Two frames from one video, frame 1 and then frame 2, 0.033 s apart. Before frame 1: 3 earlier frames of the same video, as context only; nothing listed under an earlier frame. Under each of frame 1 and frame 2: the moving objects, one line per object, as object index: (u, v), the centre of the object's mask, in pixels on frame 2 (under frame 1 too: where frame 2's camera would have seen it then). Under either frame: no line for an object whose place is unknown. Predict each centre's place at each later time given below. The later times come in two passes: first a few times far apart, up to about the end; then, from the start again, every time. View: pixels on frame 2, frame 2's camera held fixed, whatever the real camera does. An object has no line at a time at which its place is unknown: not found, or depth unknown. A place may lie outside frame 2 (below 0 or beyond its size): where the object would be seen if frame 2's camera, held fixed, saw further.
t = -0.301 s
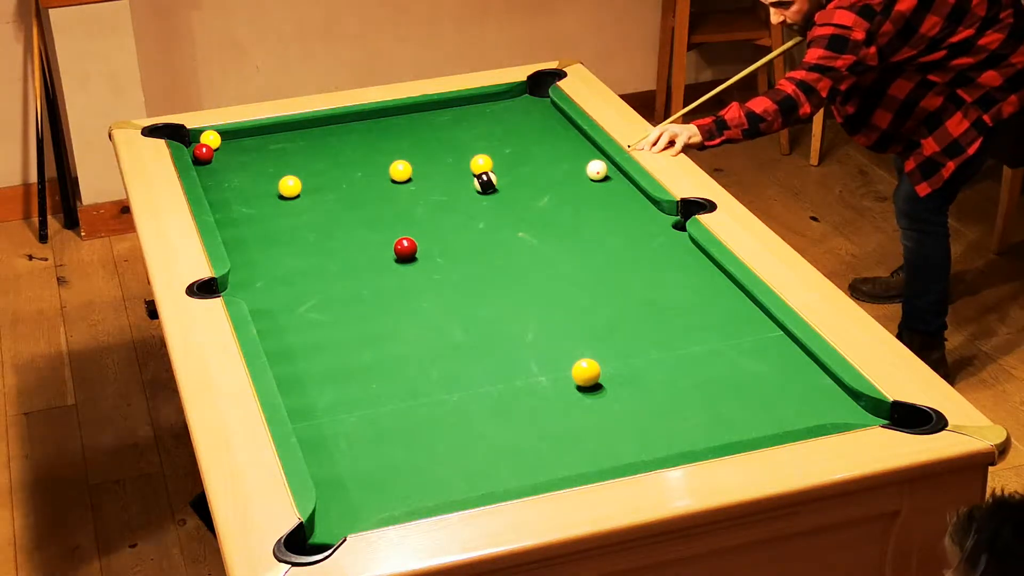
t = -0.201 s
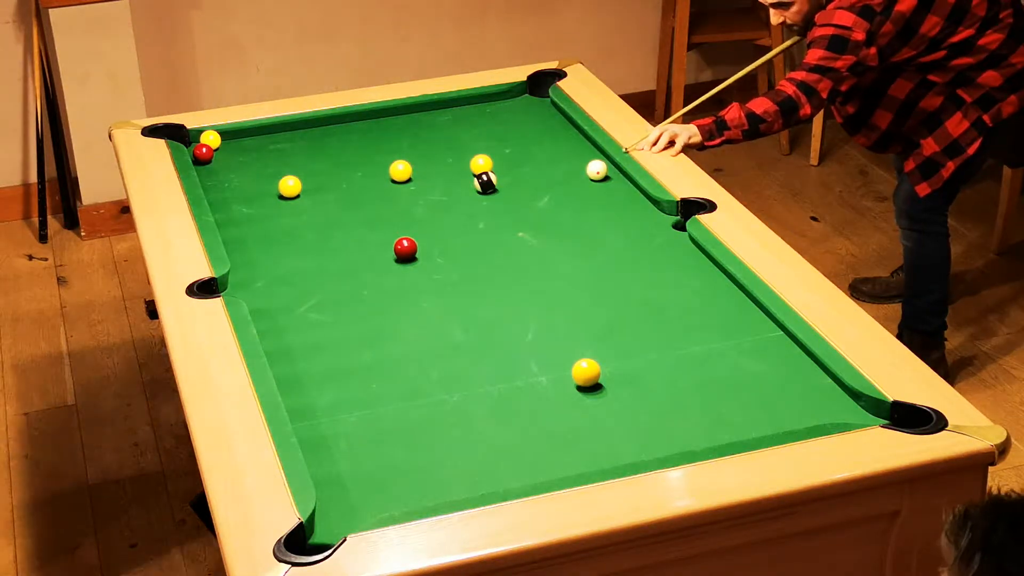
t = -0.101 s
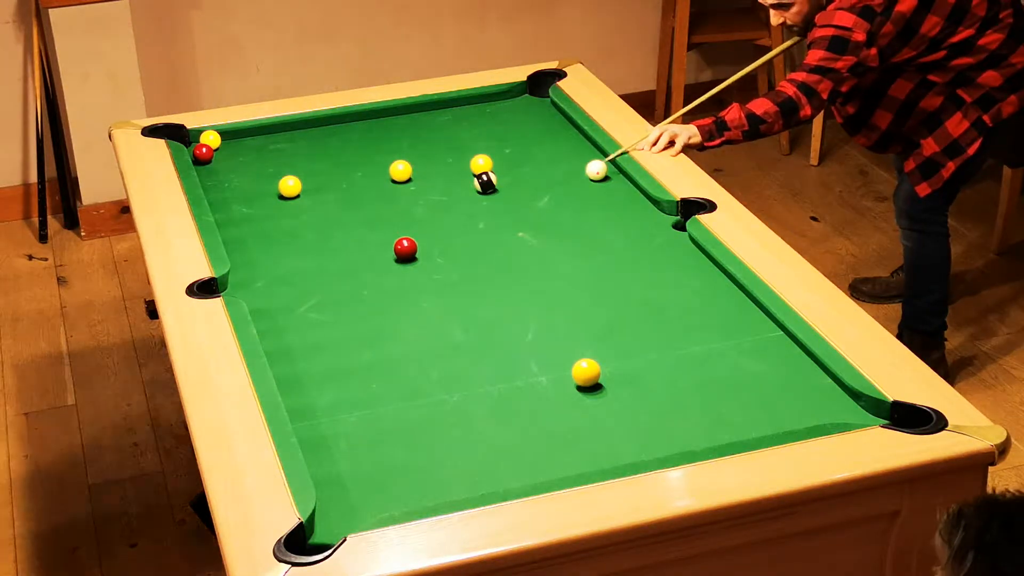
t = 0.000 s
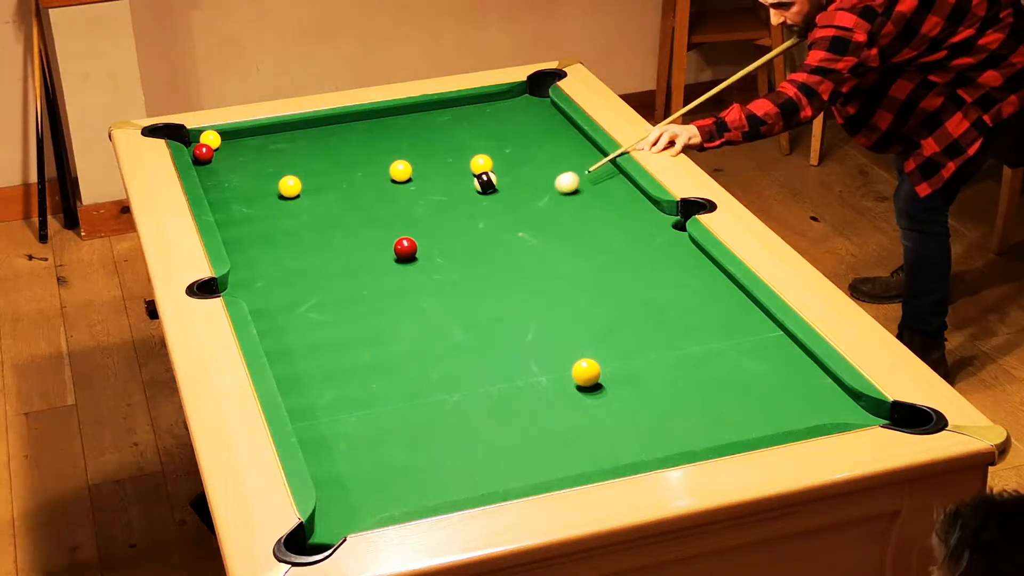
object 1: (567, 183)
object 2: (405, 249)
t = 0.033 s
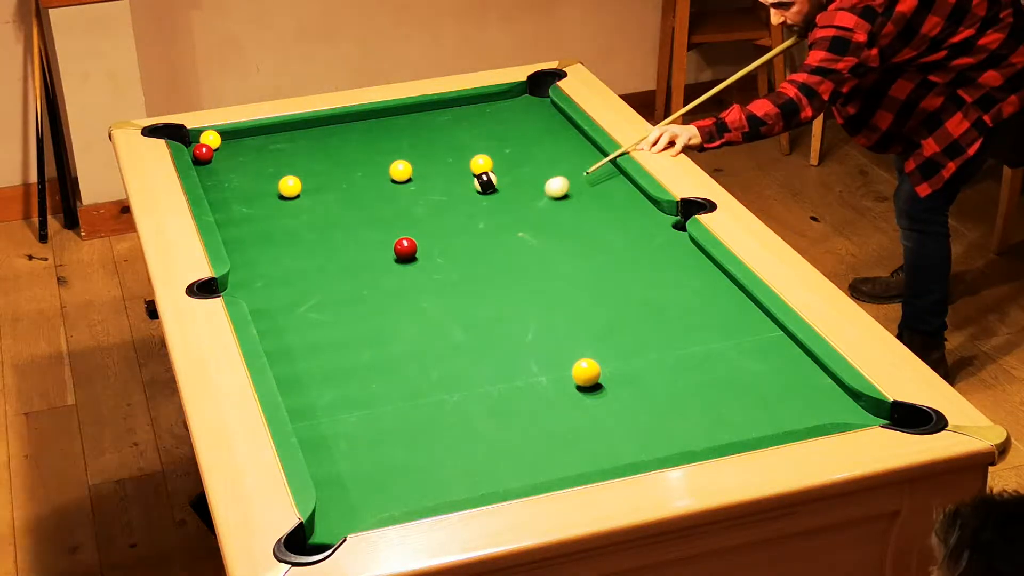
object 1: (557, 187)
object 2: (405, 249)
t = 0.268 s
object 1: (482, 220)
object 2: (405, 249)
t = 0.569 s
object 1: (430, 255)
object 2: (366, 257)
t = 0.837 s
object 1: (429, 275)
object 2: (304, 271)
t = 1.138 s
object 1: (427, 298)
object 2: (237, 285)
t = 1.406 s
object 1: (426, 318)
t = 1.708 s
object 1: (424, 340)
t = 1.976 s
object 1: (423, 359)
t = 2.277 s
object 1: (423, 379)
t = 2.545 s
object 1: (423, 396)
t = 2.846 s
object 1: (423, 414)
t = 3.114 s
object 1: (423, 428)
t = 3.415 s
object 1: (423, 442)
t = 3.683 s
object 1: (423, 453)
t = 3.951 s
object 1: (424, 462)
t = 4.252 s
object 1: (425, 469)
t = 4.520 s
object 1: (424, 473)
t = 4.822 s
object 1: (424, 476)
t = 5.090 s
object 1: (424, 476)
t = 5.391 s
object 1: (424, 476)
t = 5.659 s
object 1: (424, 476)
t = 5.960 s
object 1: (424, 476)
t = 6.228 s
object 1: (424, 476)
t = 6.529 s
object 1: (424, 476)
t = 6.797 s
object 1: (424, 476)
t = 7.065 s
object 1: (424, 476)
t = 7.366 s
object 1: (424, 476)
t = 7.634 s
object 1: (424, 476)
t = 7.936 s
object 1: (424, 476)
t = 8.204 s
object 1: (424, 476)
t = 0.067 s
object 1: (547, 192)
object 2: (405, 249)
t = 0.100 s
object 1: (536, 196)
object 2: (405, 249)
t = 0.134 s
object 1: (525, 201)
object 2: (405, 249)
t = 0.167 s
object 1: (515, 206)
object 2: (405, 249)
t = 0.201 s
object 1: (504, 211)
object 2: (405, 249)
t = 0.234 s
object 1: (493, 216)
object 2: (405, 249)
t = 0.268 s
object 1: (482, 220)
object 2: (405, 249)
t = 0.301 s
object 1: (471, 225)
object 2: (405, 249)
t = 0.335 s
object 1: (460, 230)
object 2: (405, 249)
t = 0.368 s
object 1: (449, 235)
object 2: (405, 249)
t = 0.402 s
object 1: (438, 240)
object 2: (405, 249)
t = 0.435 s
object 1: (428, 245)
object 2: (404, 249)
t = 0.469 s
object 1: (430, 247)
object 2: (393, 252)
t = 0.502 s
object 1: (431, 249)
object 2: (383, 254)
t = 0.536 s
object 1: (431, 252)
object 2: (374, 255)
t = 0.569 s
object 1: (430, 255)
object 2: (366, 257)
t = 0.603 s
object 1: (430, 257)
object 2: (358, 259)
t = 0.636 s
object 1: (430, 260)
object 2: (351, 261)
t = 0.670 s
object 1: (430, 262)
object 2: (343, 262)
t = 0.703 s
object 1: (430, 265)
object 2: (335, 264)
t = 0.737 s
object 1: (429, 267)
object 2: (328, 266)
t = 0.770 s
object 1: (429, 270)
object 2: (320, 267)
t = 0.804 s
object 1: (429, 272)
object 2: (312, 269)
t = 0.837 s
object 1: (429, 275)
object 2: (304, 271)
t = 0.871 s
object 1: (429, 278)
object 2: (297, 272)
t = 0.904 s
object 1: (428, 280)
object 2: (289, 274)
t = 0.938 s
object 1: (428, 283)
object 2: (282, 276)
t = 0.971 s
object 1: (428, 285)
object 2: (274, 278)
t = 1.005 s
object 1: (428, 288)
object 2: (267, 279)
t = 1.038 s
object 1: (428, 291)
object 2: (259, 281)
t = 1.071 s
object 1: (427, 293)
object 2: (252, 283)
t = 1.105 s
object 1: (427, 296)
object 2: (244, 284)
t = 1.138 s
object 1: (427, 298)
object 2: (237, 285)
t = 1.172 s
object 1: (427, 301)
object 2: (231, 287)
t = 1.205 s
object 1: (427, 303)
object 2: (224, 291)
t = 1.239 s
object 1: (427, 306)
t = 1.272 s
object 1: (427, 308)
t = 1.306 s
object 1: (426, 311)
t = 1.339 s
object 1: (426, 313)
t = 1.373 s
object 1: (426, 316)
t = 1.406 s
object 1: (426, 318)
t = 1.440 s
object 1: (426, 321)
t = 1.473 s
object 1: (426, 323)
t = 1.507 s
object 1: (425, 325)
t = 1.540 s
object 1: (425, 328)
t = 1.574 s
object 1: (425, 331)
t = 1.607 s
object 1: (425, 333)
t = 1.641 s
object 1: (425, 336)
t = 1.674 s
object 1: (425, 338)
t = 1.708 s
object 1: (424, 340)
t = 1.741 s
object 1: (424, 343)
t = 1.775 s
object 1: (424, 345)
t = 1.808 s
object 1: (424, 347)
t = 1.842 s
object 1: (424, 350)
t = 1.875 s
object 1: (424, 352)
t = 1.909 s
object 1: (424, 355)
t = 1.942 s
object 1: (424, 357)
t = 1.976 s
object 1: (423, 359)
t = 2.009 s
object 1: (423, 361)
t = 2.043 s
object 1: (423, 364)
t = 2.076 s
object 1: (423, 366)
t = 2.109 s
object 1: (423, 368)
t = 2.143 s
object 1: (423, 370)
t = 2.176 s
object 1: (423, 373)
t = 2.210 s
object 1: (423, 375)
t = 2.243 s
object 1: (423, 378)
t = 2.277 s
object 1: (423, 379)
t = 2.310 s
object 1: (423, 381)
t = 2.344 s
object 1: (423, 384)
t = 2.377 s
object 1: (423, 386)
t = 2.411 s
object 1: (423, 388)
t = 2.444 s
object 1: (423, 390)
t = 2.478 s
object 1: (423, 392)
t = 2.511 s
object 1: (423, 394)
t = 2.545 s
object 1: (423, 396)
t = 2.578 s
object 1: (423, 398)
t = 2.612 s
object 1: (423, 400)
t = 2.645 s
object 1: (423, 402)
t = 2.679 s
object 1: (423, 404)
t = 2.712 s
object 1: (423, 406)
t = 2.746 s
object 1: (423, 408)
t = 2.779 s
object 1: (423, 410)
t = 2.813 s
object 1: (423, 412)
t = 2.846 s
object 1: (423, 414)
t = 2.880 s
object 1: (423, 416)
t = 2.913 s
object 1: (423, 418)
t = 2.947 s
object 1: (423, 419)
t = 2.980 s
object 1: (423, 421)
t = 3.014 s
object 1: (423, 423)
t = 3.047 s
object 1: (423, 425)
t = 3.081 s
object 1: (423, 426)
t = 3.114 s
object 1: (423, 428)
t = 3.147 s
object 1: (423, 430)
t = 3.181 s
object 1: (423, 432)
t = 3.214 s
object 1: (423, 433)
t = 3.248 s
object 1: (423, 435)
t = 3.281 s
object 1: (423, 436)
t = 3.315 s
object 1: (423, 438)
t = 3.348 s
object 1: (423, 439)
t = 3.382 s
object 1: (423, 441)
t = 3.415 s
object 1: (423, 442)
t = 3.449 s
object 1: (423, 444)
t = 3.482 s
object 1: (423, 445)
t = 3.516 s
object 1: (423, 446)
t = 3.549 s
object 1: (423, 448)
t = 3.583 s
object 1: (423, 449)
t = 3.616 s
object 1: (423, 450)
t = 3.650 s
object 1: (423, 452)
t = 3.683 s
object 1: (423, 453)
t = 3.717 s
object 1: (423, 454)
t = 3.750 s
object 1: (423, 455)
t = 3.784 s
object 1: (423, 456)
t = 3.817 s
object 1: (423, 457)
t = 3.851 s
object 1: (423, 458)
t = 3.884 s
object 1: (423, 460)
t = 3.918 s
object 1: (423, 461)
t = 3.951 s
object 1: (424, 462)
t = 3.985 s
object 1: (424, 463)
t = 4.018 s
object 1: (424, 463)
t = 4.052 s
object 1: (424, 464)
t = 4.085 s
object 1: (424, 465)
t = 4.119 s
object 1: (424, 466)
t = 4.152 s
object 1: (425, 467)
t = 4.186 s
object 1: (425, 468)
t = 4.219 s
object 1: (425, 468)
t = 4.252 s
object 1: (425, 469)
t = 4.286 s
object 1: (425, 470)
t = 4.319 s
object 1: (425, 470)
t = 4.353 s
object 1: (425, 471)
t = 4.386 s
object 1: (425, 471)
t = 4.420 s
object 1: (425, 472)
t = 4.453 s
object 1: (425, 473)
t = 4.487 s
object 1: (425, 473)
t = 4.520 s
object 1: (424, 473)
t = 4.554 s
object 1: (424, 474)
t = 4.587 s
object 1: (424, 474)
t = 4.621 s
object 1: (424, 474)
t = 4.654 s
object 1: (424, 475)
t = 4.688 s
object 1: (424, 475)
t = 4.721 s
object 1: (424, 475)
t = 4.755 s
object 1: (424, 476)
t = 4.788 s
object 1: (424, 476)
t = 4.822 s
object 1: (424, 476)
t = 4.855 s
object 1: (424, 476)
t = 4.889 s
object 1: (424, 476)
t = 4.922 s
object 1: (424, 476)
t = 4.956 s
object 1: (424, 476)
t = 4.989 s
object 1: (424, 476)
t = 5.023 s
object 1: (424, 476)
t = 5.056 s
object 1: (424, 476)
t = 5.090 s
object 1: (424, 476)
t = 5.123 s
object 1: (424, 476)
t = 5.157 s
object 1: (424, 476)
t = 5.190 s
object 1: (424, 476)
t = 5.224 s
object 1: (424, 476)
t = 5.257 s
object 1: (424, 476)
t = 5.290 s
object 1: (424, 476)
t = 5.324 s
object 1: (424, 476)
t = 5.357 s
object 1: (424, 476)
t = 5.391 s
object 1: (424, 476)
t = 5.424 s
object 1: (424, 476)
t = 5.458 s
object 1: (424, 476)
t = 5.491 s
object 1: (424, 476)
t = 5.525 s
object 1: (424, 476)
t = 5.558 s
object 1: (424, 476)
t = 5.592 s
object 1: (424, 476)
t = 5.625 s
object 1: (424, 476)
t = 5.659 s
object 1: (424, 476)
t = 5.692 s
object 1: (424, 476)
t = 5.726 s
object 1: (424, 476)
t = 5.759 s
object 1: (424, 476)
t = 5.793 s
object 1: (424, 476)
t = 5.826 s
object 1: (424, 476)
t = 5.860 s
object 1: (424, 476)
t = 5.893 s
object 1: (424, 476)
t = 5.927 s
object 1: (424, 476)
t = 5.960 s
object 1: (424, 476)
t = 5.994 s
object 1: (424, 476)
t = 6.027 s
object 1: (424, 476)
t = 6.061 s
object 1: (424, 476)
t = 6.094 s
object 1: (424, 476)
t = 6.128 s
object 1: (424, 476)
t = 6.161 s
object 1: (424, 476)
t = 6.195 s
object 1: (424, 476)
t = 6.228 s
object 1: (424, 476)
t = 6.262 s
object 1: (424, 476)
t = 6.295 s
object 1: (424, 476)
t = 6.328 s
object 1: (424, 476)
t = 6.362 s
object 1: (424, 476)
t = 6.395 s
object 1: (424, 476)
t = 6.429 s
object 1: (424, 476)
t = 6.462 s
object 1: (424, 476)
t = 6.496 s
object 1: (424, 476)
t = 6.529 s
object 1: (424, 476)
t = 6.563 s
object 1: (424, 476)
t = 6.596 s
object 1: (424, 476)
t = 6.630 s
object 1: (424, 476)
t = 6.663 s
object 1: (424, 476)
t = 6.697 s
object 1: (424, 476)
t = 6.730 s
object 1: (424, 476)
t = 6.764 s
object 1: (424, 476)
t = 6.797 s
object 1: (424, 476)
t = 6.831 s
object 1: (424, 476)
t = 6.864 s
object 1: (424, 476)
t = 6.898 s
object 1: (424, 475)
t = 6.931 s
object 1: (424, 476)
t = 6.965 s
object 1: (424, 476)
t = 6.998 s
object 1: (424, 476)
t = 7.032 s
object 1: (424, 476)
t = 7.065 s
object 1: (424, 476)
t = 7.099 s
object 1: (424, 476)
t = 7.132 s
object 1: (424, 476)
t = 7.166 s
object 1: (424, 476)
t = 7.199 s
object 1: (424, 475)
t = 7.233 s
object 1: (424, 476)
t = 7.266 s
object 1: (424, 476)
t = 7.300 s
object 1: (424, 476)
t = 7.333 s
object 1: (424, 476)
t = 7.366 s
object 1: (424, 476)
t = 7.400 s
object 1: (424, 476)
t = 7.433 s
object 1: (424, 476)
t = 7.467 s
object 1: (424, 476)
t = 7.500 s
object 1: (424, 476)
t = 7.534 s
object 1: (424, 476)
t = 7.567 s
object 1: (424, 476)
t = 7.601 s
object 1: (424, 476)
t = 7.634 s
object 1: (424, 476)
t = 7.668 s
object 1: (424, 476)
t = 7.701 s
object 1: (424, 476)
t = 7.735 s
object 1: (424, 476)
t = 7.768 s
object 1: (424, 476)
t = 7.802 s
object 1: (424, 476)
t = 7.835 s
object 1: (424, 476)
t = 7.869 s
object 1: (424, 476)
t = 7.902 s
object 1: (424, 476)
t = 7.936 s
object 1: (424, 476)
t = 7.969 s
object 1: (424, 476)
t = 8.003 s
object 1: (424, 476)
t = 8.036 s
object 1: (424, 476)
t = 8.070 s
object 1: (424, 476)
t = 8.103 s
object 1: (424, 476)
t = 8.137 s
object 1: (424, 476)
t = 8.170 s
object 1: (424, 476)
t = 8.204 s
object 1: (424, 476)
